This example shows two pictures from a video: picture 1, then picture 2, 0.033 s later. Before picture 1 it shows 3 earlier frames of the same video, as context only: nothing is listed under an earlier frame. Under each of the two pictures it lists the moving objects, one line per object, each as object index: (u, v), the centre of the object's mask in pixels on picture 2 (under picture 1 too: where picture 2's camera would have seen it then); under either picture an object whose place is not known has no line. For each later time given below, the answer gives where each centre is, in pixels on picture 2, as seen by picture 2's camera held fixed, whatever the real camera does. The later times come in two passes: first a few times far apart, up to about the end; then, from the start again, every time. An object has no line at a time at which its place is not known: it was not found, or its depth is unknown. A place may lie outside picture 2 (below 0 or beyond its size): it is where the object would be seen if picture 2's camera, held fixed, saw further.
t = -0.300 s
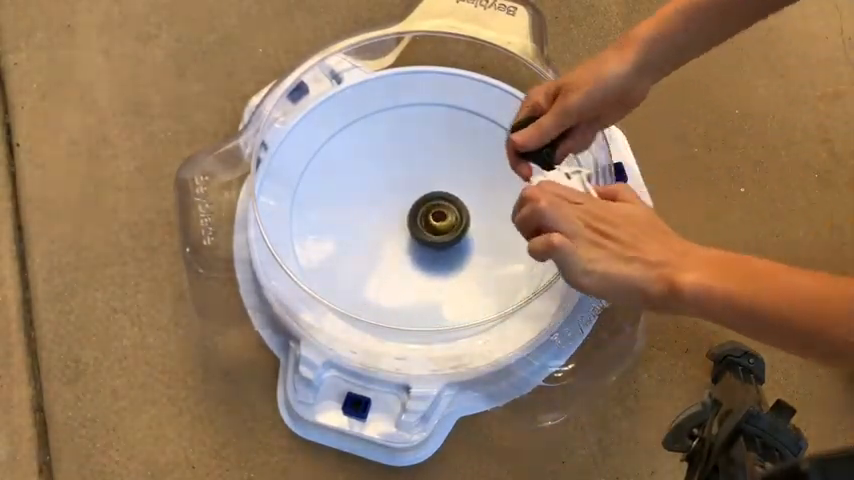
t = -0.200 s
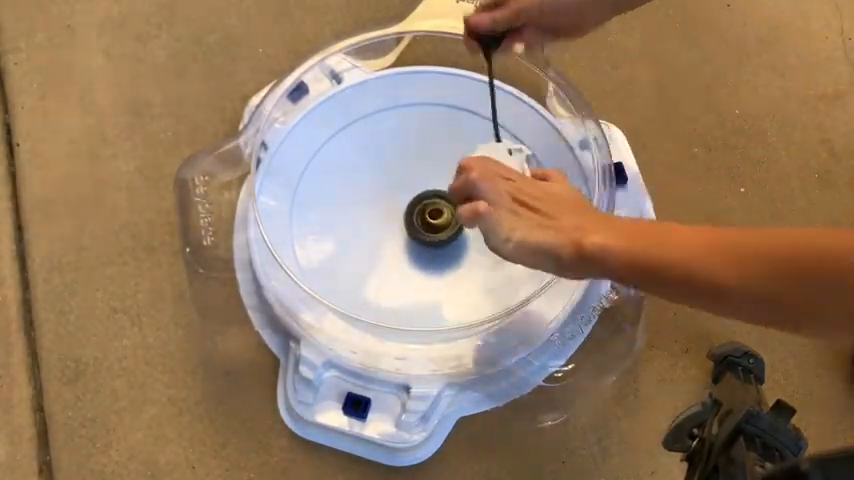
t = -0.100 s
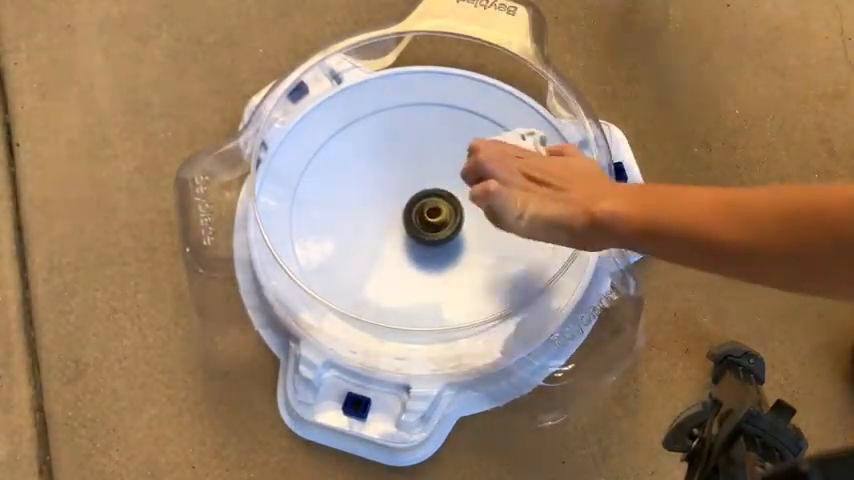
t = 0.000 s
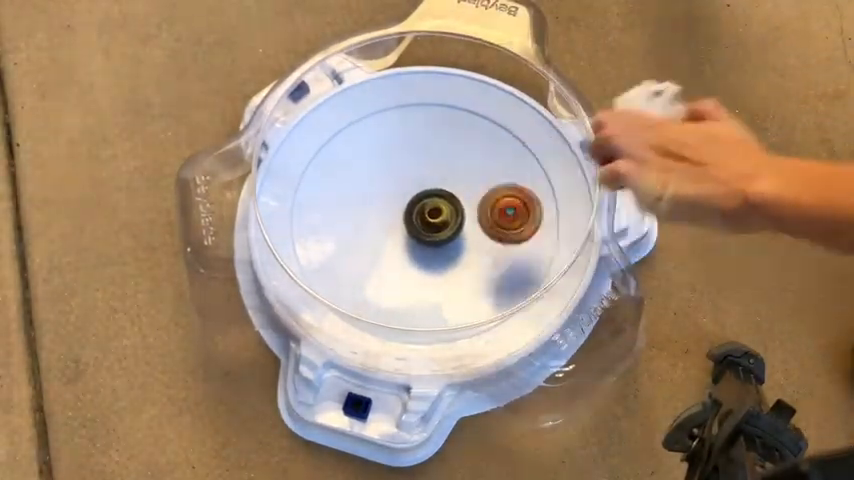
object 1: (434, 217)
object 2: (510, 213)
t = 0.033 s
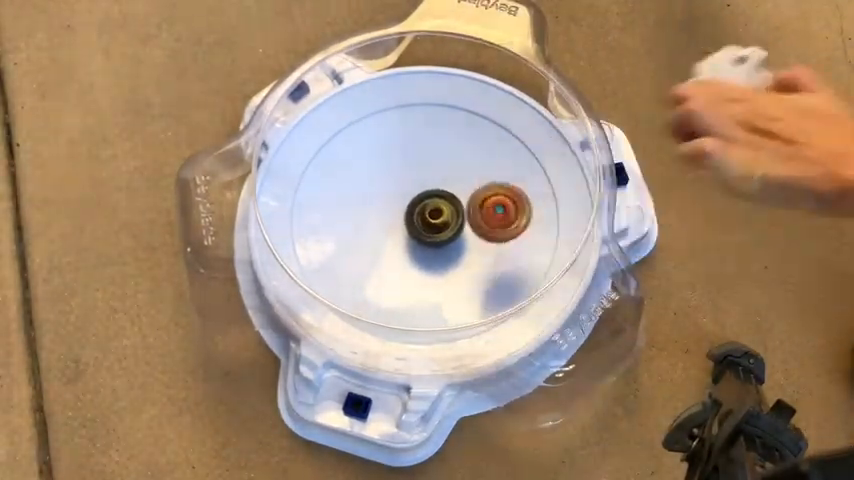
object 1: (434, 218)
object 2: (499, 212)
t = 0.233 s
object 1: (389, 214)
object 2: (493, 251)
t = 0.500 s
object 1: (390, 215)
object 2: (430, 273)
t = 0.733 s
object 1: (403, 190)
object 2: (384, 279)
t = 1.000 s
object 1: (438, 237)
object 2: (367, 249)
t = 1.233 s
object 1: (455, 249)
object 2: (359, 216)
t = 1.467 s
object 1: (455, 245)
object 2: (398, 199)
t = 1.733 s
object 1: (482, 277)
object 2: (406, 167)
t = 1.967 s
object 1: (447, 249)
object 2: (420, 191)
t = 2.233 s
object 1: (467, 236)
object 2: (404, 189)
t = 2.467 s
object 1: (453, 230)
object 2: (409, 188)
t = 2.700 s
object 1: (449, 235)
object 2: (403, 191)
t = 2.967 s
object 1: (455, 233)
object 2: (387, 198)
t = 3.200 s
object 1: (446, 233)
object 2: (388, 201)
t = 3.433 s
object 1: (446, 233)
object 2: (388, 206)
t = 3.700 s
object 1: (451, 232)
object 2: (385, 209)
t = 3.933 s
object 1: (459, 230)
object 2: (384, 217)
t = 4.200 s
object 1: (469, 222)
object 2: (394, 223)
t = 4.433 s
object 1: (463, 214)
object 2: (402, 232)
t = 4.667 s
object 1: (463, 198)
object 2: (398, 242)
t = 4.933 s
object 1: (445, 190)
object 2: (407, 239)
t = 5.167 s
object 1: (430, 183)
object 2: (410, 241)
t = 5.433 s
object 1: (408, 172)
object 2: (420, 253)
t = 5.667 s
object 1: (398, 167)
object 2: (423, 261)
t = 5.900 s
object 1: (394, 185)
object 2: (430, 257)
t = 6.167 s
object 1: (393, 210)
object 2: (446, 247)
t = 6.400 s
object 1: (396, 223)
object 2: (459, 240)
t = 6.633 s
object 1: (384, 233)
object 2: (478, 230)
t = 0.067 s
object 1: (432, 218)
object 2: (486, 215)
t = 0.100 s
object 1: (428, 218)
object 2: (473, 226)
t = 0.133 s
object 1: (423, 216)
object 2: (471, 234)
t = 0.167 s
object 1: (410, 215)
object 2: (482, 241)
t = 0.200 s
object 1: (398, 214)
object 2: (491, 252)
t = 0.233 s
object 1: (389, 214)
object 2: (493, 251)
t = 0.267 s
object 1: (382, 215)
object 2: (495, 256)
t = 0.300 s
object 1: (379, 215)
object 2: (493, 259)
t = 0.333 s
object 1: (379, 216)
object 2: (487, 260)
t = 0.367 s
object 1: (382, 217)
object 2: (479, 264)
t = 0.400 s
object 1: (386, 218)
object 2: (468, 265)
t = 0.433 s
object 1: (390, 220)
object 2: (454, 266)
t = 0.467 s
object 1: (393, 221)
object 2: (438, 267)
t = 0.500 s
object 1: (390, 215)
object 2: (430, 273)
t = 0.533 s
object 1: (385, 206)
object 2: (424, 280)
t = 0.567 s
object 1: (382, 198)
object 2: (417, 284)
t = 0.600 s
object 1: (382, 192)
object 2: (410, 287)
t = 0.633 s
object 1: (383, 189)
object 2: (402, 287)
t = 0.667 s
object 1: (387, 187)
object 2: (395, 285)
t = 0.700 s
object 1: (394, 188)
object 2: (389, 282)
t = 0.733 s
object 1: (403, 190)
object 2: (384, 279)
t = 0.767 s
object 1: (412, 192)
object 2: (379, 276)
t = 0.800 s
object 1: (422, 197)
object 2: (375, 272)
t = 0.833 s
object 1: (429, 203)
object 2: (372, 269)
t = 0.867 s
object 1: (435, 210)
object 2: (370, 265)
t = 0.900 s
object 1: (438, 217)
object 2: (368, 261)
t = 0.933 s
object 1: (440, 224)
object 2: (367, 257)
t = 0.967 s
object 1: (440, 231)
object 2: (366, 253)
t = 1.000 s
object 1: (438, 237)
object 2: (367, 249)
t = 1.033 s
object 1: (435, 243)
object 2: (367, 245)
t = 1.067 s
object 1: (437, 246)
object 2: (362, 243)
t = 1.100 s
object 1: (444, 247)
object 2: (356, 239)
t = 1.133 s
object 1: (450, 248)
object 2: (353, 234)
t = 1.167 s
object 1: (453, 249)
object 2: (353, 229)
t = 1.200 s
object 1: (454, 249)
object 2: (355, 223)
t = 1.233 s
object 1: (455, 249)
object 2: (359, 216)
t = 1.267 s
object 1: (455, 248)
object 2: (364, 210)
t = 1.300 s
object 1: (454, 248)
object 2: (370, 205)
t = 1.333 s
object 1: (453, 247)
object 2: (377, 201)
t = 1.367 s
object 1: (452, 246)
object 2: (385, 200)
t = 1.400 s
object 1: (450, 244)
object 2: (392, 200)
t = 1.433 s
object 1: (448, 243)
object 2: (399, 201)
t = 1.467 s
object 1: (455, 245)
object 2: (398, 199)
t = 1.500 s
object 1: (472, 253)
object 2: (387, 189)
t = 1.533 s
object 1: (485, 259)
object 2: (381, 182)
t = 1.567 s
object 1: (493, 264)
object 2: (381, 178)
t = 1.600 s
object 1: (497, 268)
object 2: (384, 173)
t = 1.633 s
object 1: (497, 272)
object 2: (388, 170)
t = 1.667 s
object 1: (494, 275)
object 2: (394, 168)
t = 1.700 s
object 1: (489, 277)
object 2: (400, 166)
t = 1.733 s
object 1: (482, 277)
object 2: (406, 167)
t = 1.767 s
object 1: (476, 275)
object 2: (412, 169)
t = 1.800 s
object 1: (469, 271)
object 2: (417, 172)
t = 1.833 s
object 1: (464, 267)
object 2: (420, 175)
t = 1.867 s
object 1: (459, 262)
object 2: (422, 179)
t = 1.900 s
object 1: (455, 257)
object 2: (422, 184)
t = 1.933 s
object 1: (450, 254)
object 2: (422, 187)
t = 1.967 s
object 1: (447, 249)
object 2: (420, 191)
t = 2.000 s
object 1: (444, 247)
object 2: (418, 194)
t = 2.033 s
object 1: (445, 246)
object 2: (414, 194)
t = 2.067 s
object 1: (446, 244)
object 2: (412, 195)
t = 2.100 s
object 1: (451, 241)
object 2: (408, 195)
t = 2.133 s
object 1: (457, 241)
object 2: (403, 192)
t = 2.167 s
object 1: (462, 239)
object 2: (402, 190)
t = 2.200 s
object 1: (465, 238)
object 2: (402, 189)
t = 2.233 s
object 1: (467, 236)
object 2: (404, 189)
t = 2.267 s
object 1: (466, 235)
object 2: (406, 188)
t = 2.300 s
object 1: (466, 234)
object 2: (408, 187)
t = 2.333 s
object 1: (463, 233)
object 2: (409, 187)
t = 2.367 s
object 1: (461, 231)
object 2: (409, 187)
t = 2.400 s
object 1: (458, 231)
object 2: (409, 187)
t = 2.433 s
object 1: (456, 230)
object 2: (409, 188)
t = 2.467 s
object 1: (453, 230)
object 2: (409, 188)
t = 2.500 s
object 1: (453, 231)
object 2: (407, 188)
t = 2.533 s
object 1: (453, 232)
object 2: (405, 189)
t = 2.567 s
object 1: (452, 234)
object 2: (404, 189)
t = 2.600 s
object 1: (451, 234)
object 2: (403, 190)
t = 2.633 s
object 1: (450, 235)
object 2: (403, 191)
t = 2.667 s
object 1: (450, 235)
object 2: (403, 191)
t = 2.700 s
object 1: (449, 235)
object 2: (403, 191)
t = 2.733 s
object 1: (449, 234)
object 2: (403, 192)
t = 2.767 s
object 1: (448, 233)
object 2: (402, 192)
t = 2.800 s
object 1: (448, 232)
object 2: (402, 192)
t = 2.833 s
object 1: (447, 230)
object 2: (399, 192)
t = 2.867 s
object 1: (452, 231)
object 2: (393, 192)
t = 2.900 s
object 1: (455, 232)
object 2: (389, 193)
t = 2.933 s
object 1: (455, 233)
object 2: (387, 196)
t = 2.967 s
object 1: (455, 233)
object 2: (387, 198)
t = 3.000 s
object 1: (454, 233)
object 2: (387, 199)
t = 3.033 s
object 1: (451, 233)
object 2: (389, 199)
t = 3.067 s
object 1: (449, 233)
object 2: (390, 200)
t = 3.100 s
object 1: (446, 233)
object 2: (391, 200)
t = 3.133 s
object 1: (444, 232)
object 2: (390, 201)
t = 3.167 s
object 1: (446, 233)
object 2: (389, 200)
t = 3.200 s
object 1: (446, 233)
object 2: (388, 201)
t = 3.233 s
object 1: (445, 233)
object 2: (388, 203)
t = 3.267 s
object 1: (445, 233)
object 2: (388, 203)
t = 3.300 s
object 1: (444, 232)
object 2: (389, 203)
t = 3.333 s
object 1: (445, 233)
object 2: (388, 203)
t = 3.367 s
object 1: (447, 233)
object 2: (387, 205)
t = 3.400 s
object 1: (447, 233)
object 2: (387, 205)
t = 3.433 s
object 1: (446, 233)
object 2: (388, 206)
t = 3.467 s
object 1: (446, 233)
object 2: (388, 206)
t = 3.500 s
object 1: (446, 232)
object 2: (388, 206)
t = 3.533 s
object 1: (447, 233)
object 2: (386, 206)
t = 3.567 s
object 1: (449, 233)
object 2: (384, 207)
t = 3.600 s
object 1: (451, 233)
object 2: (383, 207)
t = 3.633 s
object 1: (451, 232)
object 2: (384, 208)
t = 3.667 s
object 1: (451, 232)
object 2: (385, 209)
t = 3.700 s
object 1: (451, 232)
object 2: (385, 209)
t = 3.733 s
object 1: (451, 232)
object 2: (387, 210)
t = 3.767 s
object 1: (451, 231)
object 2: (387, 211)
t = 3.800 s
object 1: (450, 231)
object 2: (387, 212)
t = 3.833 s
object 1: (450, 231)
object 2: (388, 213)
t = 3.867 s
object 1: (452, 230)
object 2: (386, 215)
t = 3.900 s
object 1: (456, 230)
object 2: (384, 216)
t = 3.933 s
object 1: (459, 230)
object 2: (384, 217)
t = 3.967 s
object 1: (461, 229)
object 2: (384, 219)
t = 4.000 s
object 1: (463, 228)
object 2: (386, 219)
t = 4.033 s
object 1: (465, 227)
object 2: (388, 220)
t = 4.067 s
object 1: (466, 226)
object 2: (388, 220)
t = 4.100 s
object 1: (467, 225)
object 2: (391, 221)
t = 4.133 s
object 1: (468, 224)
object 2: (391, 222)
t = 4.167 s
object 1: (469, 223)
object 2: (393, 222)
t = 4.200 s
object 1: (469, 222)
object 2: (394, 223)
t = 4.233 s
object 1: (469, 221)
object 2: (395, 224)
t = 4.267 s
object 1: (468, 219)
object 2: (397, 225)
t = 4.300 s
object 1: (468, 219)
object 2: (397, 227)
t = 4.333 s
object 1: (467, 217)
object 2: (399, 228)
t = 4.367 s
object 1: (466, 216)
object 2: (400, 229)
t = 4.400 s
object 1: (465, 215)
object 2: (400, 230)
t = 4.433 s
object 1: (463, 214)
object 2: (402, 232)
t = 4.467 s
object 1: (463, 212)
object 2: (401, 233)
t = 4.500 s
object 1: (461, 211)
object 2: (402, 234)
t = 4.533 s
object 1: (461, 209)
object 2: (401, 237)
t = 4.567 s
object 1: (464, 204)
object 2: (398, 240)
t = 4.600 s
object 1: (465, 201)
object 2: (397, 242)
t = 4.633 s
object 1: (465, 200)
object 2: (398, 242)
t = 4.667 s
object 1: (463, 198)
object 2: (398, 242)
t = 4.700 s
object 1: (462, 197)
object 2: (400, 241)
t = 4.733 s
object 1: (460, 196)
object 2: (400, 241)
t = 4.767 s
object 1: (458, 195)
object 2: (402, 239)
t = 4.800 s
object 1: (455, 194)
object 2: (403, 239)
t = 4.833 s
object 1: (453, 193)
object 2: (404, 237)
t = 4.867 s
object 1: (450, 192)
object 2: (405, 238)
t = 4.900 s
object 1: (447, 192)
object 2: (406, 237)
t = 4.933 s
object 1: (445, 190)
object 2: (407, 239)
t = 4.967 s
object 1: (444, 187)
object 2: (407, 241)
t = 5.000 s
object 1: (442, 185)
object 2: (407, 242)
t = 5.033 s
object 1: (440, 184)
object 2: (408, 242)
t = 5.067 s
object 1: (438, 184)
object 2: (407, 241)
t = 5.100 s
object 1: (435, 184)
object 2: (409, 241)
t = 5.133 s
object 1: (432, 184)
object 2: (408, 240)
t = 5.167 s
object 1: (430, 183)
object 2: (410, 241)
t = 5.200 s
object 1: (427, 184)
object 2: (410, 240)
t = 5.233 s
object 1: (425, 184)
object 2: (411, 241)
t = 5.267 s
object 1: (422, 184)
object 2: (412, 241)
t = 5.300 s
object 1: (420, 184)
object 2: (413, 242)
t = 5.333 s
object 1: (418, 184)
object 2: (415, 242)
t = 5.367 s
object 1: (416, 185)
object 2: (414, 243)
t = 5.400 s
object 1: (412, 181)
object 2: (417, 247)
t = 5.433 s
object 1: (408, 172)
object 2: (420, 253)
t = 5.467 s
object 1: (406, 168)
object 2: (422, 257)
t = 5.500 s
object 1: (405, 166)
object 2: (422, 258)
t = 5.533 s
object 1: (403, 165)
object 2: (422, 259)
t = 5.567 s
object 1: (402, 165)
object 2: (422, 260)
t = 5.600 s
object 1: (401, 165)
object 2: (423, 261)
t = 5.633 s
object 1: (399, 166)
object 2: (423, 261)
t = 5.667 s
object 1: (398, 167)
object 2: (423, 261)
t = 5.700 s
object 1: (397, 169)
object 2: (424, 261)
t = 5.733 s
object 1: (396, 170)
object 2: (425, 262)
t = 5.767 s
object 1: (395, 173)
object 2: (426, 261)
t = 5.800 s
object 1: (394, 175)
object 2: (427, 260)
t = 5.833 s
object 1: (394, 179)
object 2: (428, 260)
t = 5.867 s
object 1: (394, 182)
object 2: (430, 259)
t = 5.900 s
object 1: (394, 185)
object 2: (430, 257)
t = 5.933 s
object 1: (394, 189)
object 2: (432, 256)
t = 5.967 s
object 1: (394, 193)
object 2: (433, 255)
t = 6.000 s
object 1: (395, 197)
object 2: (434, 253)
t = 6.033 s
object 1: (395, 201)
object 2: (436, 251)
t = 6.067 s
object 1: (396, 205)
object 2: (438, 250)
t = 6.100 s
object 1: (394, 206)
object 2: (440, 248)
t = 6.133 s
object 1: (394, 209)
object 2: (442, 247)
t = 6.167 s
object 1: (393, 210)
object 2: (446, 247)
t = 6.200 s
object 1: (391, 211)
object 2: (449, 245)
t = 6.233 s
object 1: (391, 212)
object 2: (451, 246)
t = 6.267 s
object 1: (391, 214)
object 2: (453, 245)
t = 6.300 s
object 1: (392, 216)
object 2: (455, 243)
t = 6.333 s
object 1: (393, 219)
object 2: (456, 243)
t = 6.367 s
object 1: (395, 221)
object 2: (457, 240)
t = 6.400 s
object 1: (396, 223)
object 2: (459, 240)
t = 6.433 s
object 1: (390, 225)
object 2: (466, 237)
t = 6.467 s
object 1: (384, 227)
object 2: (472, 235)
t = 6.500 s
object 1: (382, 228)
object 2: (474, 233)
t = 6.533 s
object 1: (382, 229)
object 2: (476, 233)
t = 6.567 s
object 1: (383, 230)
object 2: (476, 232)
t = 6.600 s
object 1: (383, 232)
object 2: (477, 231)
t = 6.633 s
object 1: (384, 233)
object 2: (478, 230)
